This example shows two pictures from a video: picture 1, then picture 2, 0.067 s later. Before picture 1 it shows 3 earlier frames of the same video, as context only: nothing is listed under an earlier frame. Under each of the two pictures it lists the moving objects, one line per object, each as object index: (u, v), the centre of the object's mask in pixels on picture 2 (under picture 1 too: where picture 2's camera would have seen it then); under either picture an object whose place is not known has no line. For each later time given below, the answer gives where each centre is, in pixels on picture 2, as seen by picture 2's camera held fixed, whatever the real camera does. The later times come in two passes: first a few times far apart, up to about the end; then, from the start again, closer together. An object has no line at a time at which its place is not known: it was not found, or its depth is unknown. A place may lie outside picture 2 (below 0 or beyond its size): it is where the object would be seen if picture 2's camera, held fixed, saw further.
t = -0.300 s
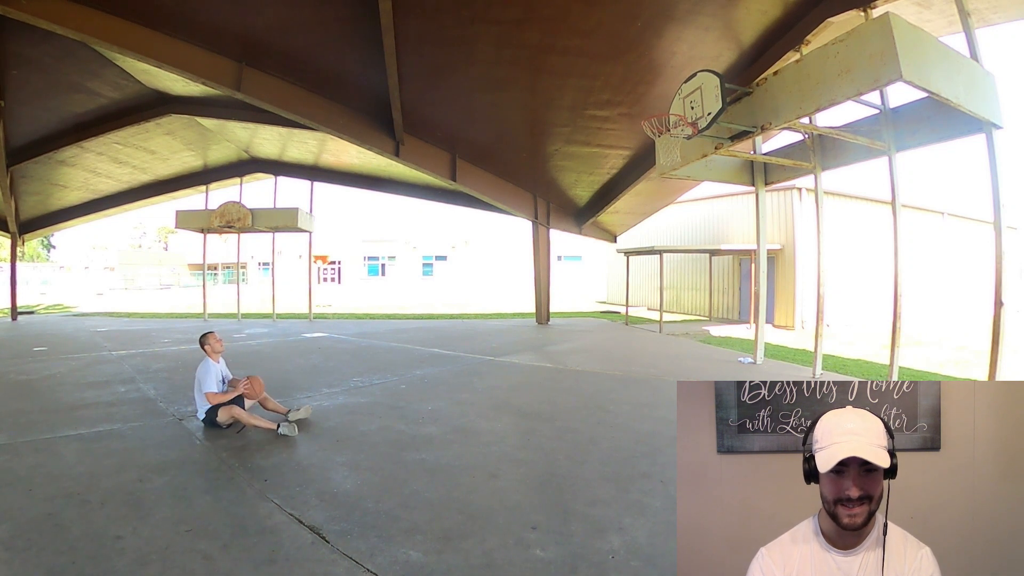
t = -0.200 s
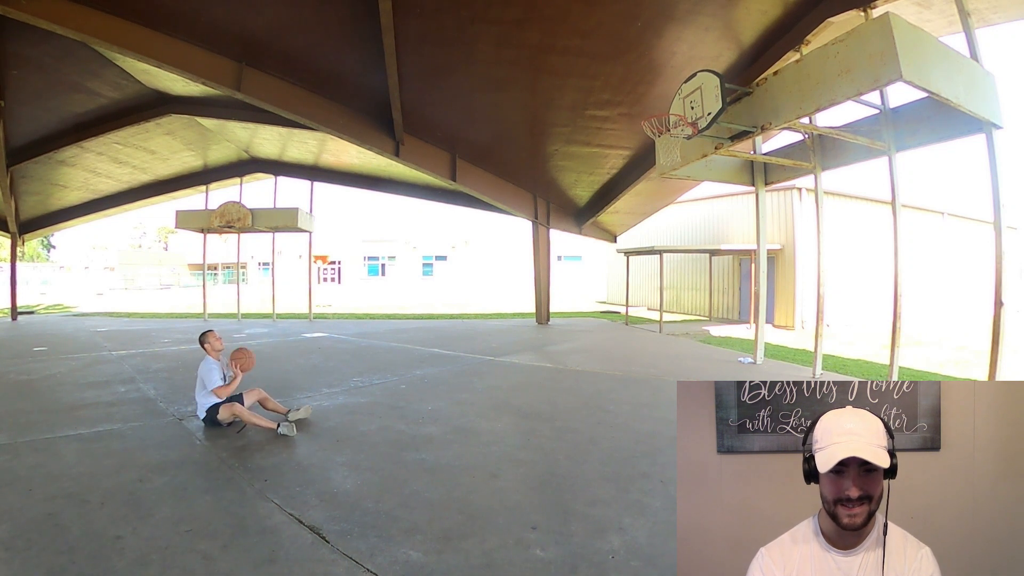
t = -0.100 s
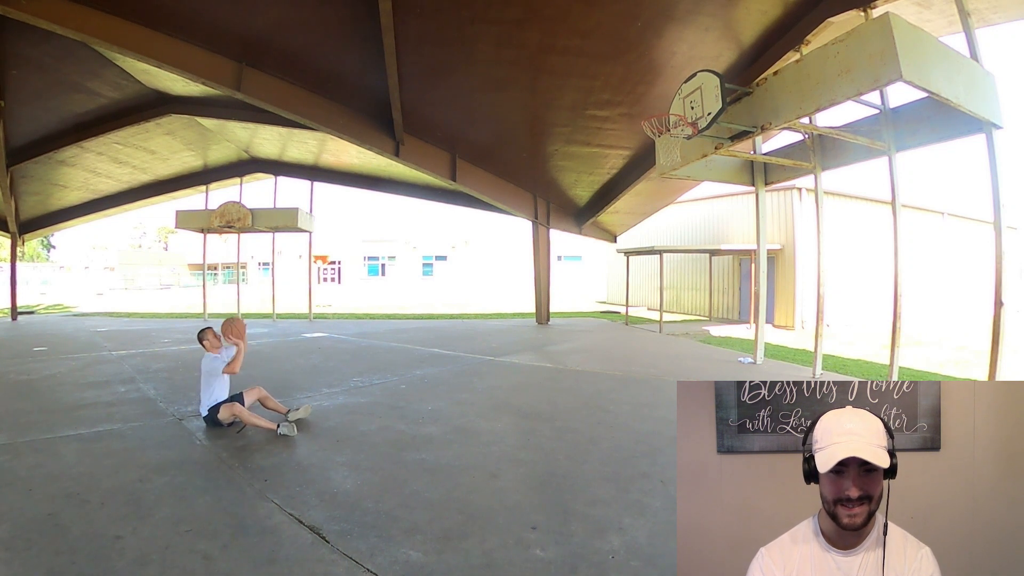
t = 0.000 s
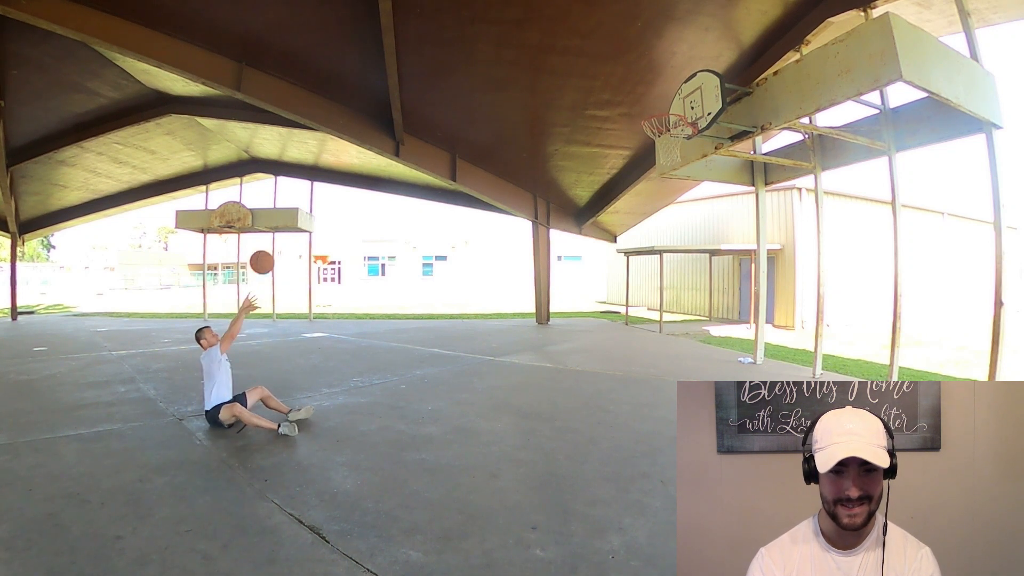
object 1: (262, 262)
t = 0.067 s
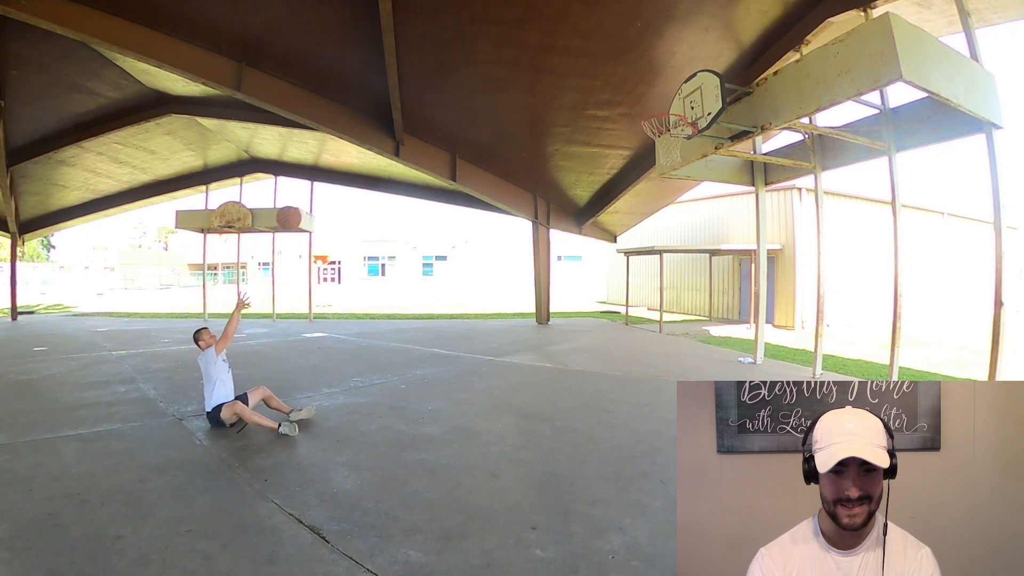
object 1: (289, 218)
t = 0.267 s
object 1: (374, 116)
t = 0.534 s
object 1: (481, 55)
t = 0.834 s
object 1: (589, 71)
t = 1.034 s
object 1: (646, 109)
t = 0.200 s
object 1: (346, 143)
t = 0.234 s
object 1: (360, 129)
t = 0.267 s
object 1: (374, 116)
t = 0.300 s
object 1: (388, 104)
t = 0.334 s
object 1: (402, 93)
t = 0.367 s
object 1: (415, 84)
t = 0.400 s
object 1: (429, 76)
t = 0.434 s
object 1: (442, 69)
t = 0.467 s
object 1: (455, 63)
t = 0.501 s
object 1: (468, 58)
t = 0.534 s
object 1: (481, 55)
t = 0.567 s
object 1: (494, 53)
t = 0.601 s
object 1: (506, 51)
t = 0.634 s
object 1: (518, 51)
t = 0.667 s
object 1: (530, 52)
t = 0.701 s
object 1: (542, 54)
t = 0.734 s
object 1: (554, 57)
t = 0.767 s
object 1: (566, 60)
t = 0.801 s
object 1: (578, 65)
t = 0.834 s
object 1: (589, 71)
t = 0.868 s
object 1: (600, 78)
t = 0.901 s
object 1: (612, 86)
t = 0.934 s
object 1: (622, 95)
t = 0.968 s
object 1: (633, 103)
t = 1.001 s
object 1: (642, 111)
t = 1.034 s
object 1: (646, 109)
